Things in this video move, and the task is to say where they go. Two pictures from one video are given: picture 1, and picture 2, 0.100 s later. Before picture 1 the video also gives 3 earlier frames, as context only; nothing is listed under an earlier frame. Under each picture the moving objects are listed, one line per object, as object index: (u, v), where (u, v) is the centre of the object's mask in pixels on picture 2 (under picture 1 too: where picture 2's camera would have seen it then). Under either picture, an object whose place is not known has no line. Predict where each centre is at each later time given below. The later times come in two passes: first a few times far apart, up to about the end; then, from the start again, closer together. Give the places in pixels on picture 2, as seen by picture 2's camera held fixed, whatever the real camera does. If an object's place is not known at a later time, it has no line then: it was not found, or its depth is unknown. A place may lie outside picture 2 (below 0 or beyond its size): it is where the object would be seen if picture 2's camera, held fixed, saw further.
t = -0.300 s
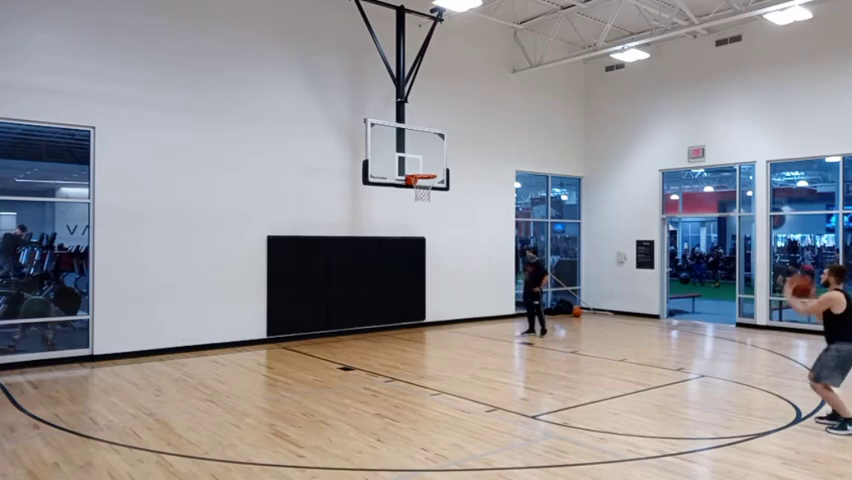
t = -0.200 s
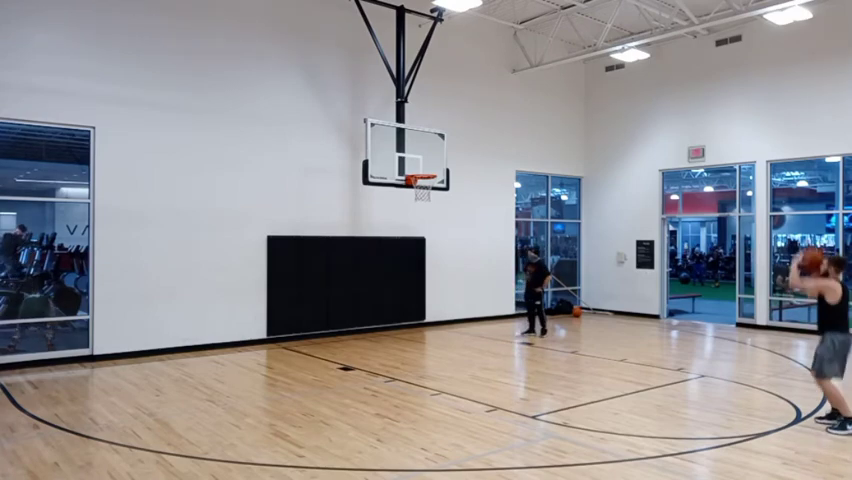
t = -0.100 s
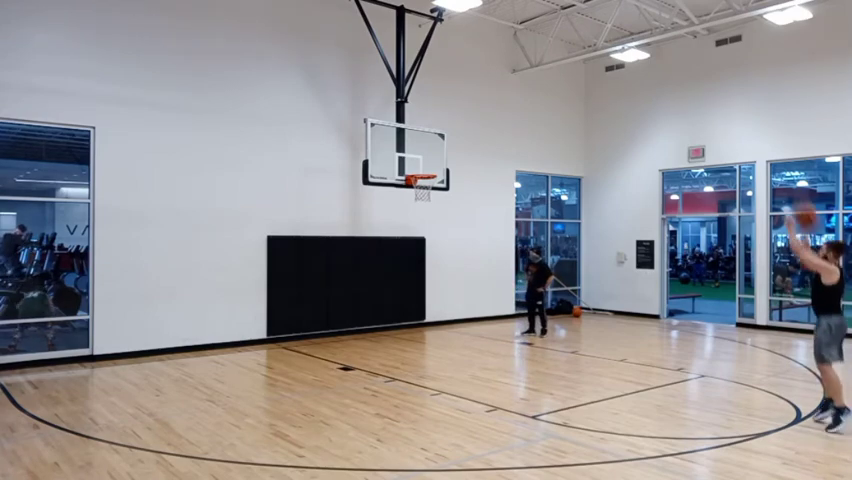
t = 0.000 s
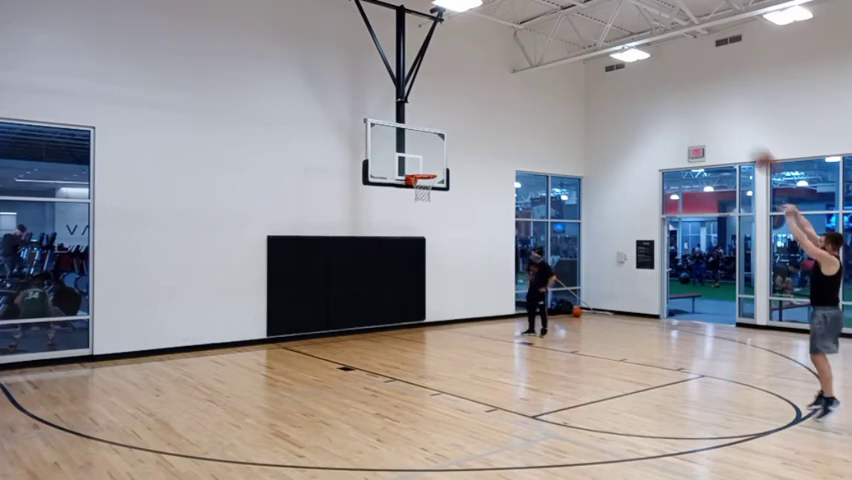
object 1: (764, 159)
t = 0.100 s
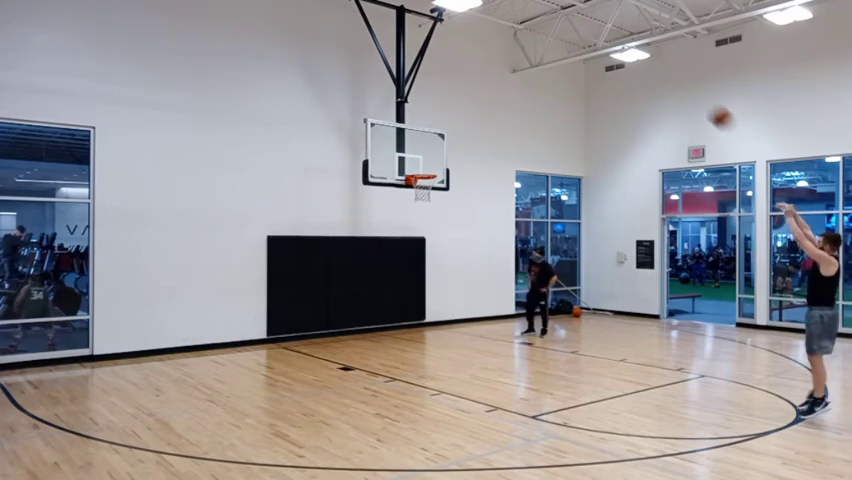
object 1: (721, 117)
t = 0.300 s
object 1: (647, 66)
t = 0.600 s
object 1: (557, 48)
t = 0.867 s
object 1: (492, 85)
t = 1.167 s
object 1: (433, 163)
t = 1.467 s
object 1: (402, 224)
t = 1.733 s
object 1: (383, 298)
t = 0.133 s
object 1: (707, 105)
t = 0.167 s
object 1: (694, 95)
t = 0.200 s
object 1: (681, 86)
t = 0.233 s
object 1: (670, 78)
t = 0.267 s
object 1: (658, 71)
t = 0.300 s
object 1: (647, 66)
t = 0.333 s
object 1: (636, 61)
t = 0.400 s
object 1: (613, 50)
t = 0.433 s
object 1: (603, 48)
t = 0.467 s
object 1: (594, 46)
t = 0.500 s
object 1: (585, 46)
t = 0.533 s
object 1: (575, 46)
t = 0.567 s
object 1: (566, 47)
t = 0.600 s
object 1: (557, 48)
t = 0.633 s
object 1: (549, 50)
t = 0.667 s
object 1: (540, 54)
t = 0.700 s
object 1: (532, 58)
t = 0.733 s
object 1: (524, 61)
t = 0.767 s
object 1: (515, 66)
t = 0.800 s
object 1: (508, 72)
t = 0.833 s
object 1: (500, 78)
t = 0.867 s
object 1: (492, 85)
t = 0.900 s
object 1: (485, 92)
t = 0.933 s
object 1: (478, 100)
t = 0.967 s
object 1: (471, 107)
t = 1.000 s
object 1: (464, 116)
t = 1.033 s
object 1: (458, 125)
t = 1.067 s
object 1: (452, 134)
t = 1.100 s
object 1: (445, 144)
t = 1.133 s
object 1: (439, 153)
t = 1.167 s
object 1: (433, 163)
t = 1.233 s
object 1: (422, 186)
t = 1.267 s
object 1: (418, 191)
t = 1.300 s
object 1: (415, 196)
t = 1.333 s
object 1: (413, 199)
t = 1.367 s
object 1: (410, 204)
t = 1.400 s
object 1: (408, 210)
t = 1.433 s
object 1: (405, 216)
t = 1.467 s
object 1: (402, 224)
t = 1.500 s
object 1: (400, 230)
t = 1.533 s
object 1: (397, 240)
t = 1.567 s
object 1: (395, 247)
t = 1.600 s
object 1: (393, 256)
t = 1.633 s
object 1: (390, 266)
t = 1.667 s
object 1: (387, 276)
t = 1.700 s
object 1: (385, 286)
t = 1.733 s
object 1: (383, 298)
